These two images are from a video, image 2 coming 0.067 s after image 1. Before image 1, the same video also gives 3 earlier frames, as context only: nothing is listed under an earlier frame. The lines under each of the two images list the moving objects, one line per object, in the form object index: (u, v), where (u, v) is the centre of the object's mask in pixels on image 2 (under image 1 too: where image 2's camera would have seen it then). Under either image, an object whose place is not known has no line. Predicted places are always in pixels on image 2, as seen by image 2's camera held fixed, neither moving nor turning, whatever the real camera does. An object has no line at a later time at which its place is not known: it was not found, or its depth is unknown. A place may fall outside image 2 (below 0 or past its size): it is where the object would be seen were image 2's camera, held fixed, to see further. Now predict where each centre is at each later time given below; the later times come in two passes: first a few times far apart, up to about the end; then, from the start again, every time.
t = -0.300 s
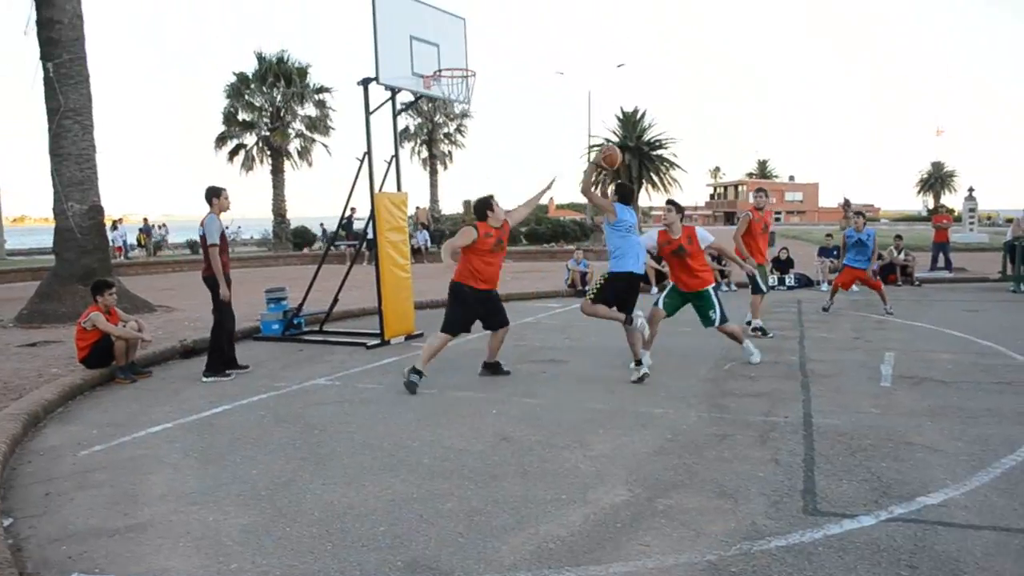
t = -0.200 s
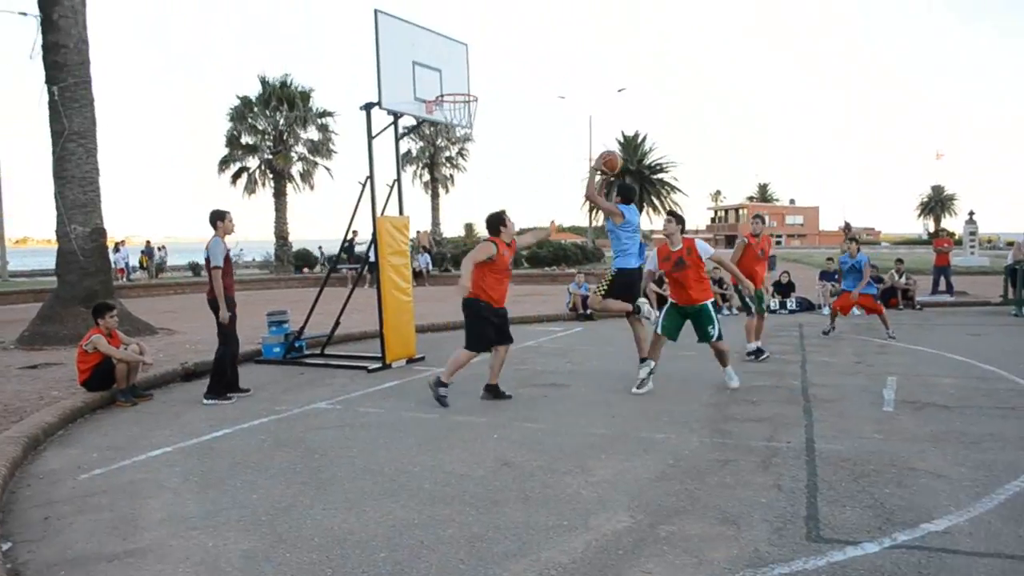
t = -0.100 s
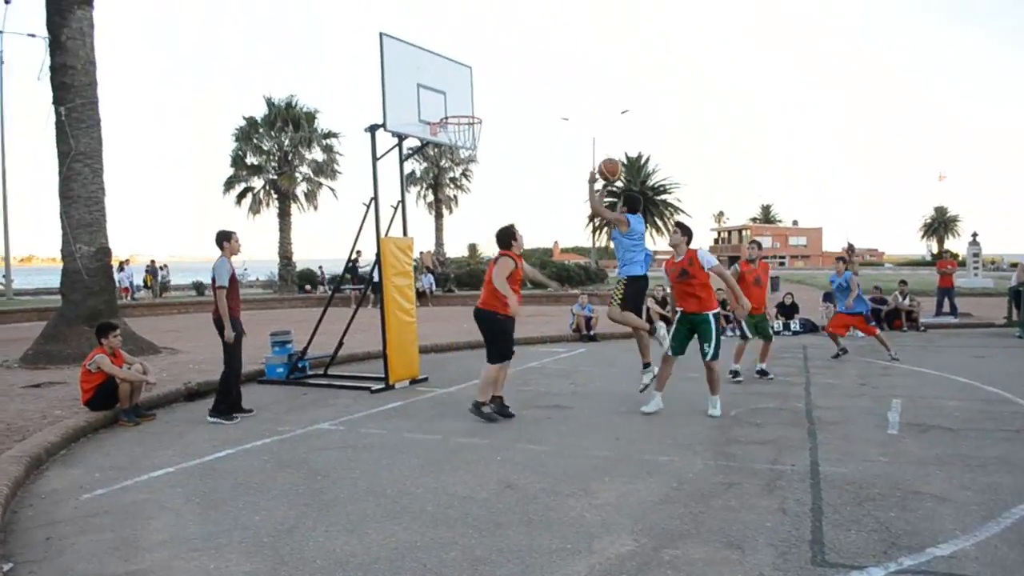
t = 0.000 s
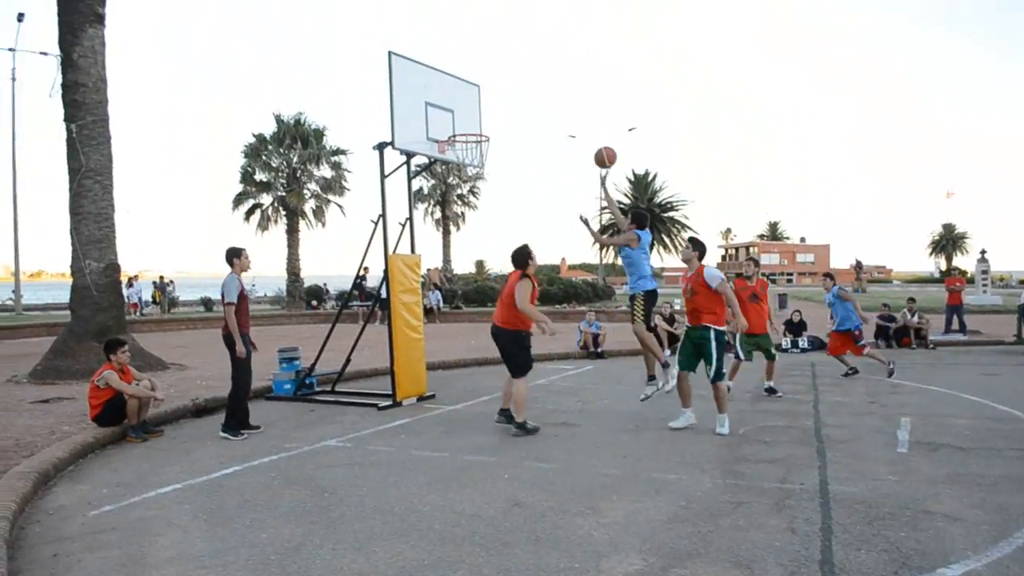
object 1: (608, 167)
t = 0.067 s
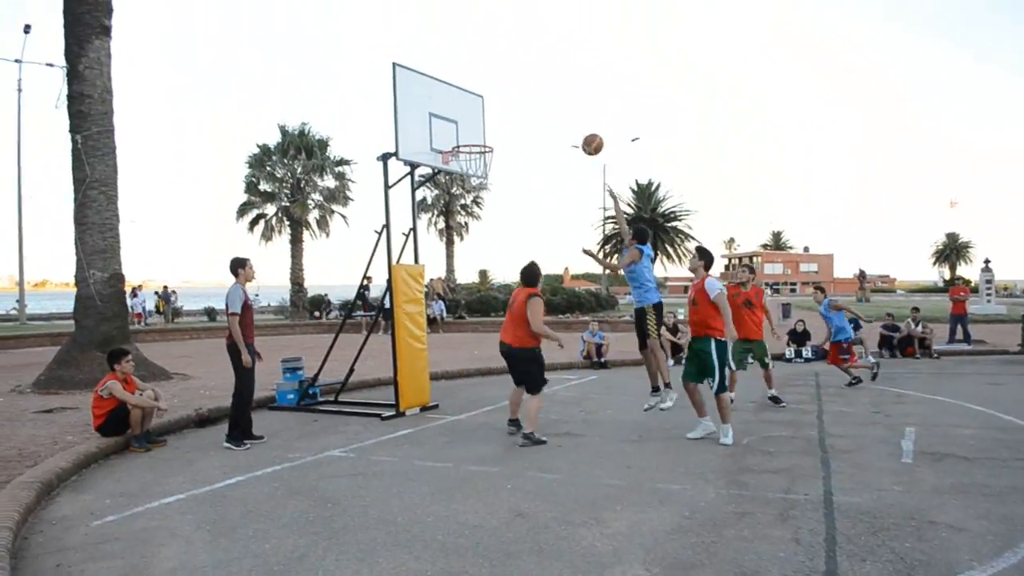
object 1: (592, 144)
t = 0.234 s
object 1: (554, 108)
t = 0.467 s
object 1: (505, 103)
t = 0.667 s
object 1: (467, 136)
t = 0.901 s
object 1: (483, 131)
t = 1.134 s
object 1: (516, 140)
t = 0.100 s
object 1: (584, 135)
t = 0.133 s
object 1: (577, 126)
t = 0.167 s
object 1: (569, 119)
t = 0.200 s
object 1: (562, 113)
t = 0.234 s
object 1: (554, 108)
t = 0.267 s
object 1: (547, 104)
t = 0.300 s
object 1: (540, 101)
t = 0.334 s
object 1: (533, 99)
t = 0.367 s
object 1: (526, 99)
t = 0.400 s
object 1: (518, 99)
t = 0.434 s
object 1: (512, 100)
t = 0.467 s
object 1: (505, 103)
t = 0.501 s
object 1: (498, 106)
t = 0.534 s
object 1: (492, 110)
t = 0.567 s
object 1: (485, 115)
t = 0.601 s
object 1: (479, 121)
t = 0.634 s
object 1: (473, 128)
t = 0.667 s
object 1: (467, 136)
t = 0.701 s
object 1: (465, 139)
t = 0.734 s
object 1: (465, 140)
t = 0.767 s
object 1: (465, 143)
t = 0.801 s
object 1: (469, 140)
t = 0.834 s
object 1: (474, 136)
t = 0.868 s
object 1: (478, 133)
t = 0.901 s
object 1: (483, 131)
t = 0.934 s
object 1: (488, 129)
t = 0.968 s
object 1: (493, 129)
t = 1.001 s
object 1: (498, 129)
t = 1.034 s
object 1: (503, 130)
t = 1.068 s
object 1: (507, 133)
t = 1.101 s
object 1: (512, 136)
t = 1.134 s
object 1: (516, 140)
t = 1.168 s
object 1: (521, 145)
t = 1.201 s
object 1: (526, 151)
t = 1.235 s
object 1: (530, 158)
